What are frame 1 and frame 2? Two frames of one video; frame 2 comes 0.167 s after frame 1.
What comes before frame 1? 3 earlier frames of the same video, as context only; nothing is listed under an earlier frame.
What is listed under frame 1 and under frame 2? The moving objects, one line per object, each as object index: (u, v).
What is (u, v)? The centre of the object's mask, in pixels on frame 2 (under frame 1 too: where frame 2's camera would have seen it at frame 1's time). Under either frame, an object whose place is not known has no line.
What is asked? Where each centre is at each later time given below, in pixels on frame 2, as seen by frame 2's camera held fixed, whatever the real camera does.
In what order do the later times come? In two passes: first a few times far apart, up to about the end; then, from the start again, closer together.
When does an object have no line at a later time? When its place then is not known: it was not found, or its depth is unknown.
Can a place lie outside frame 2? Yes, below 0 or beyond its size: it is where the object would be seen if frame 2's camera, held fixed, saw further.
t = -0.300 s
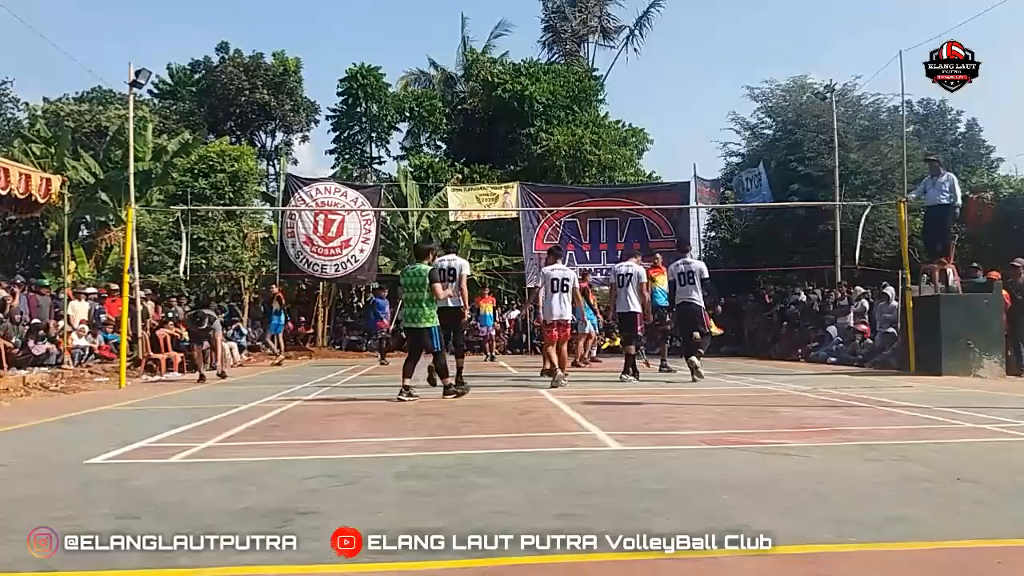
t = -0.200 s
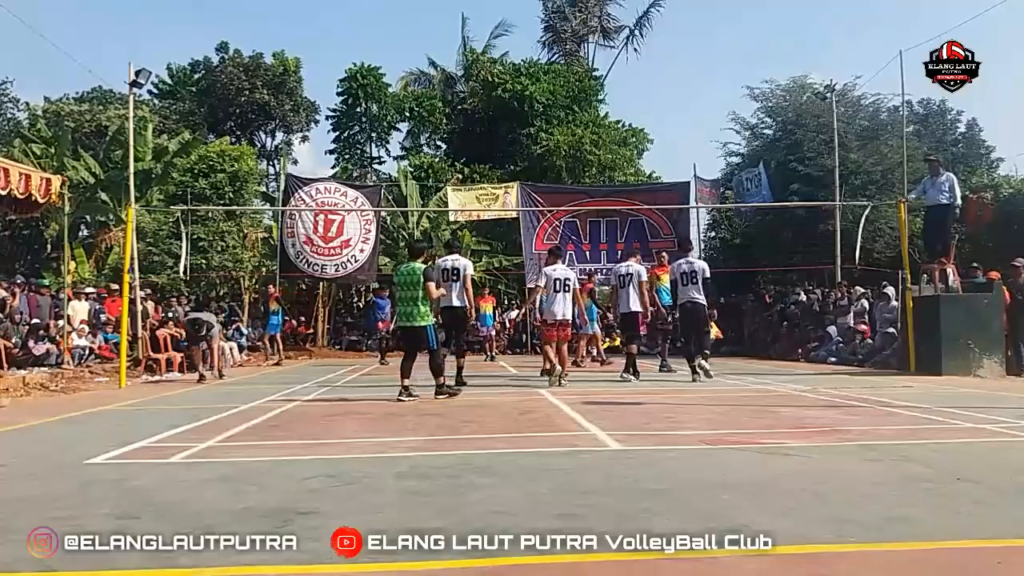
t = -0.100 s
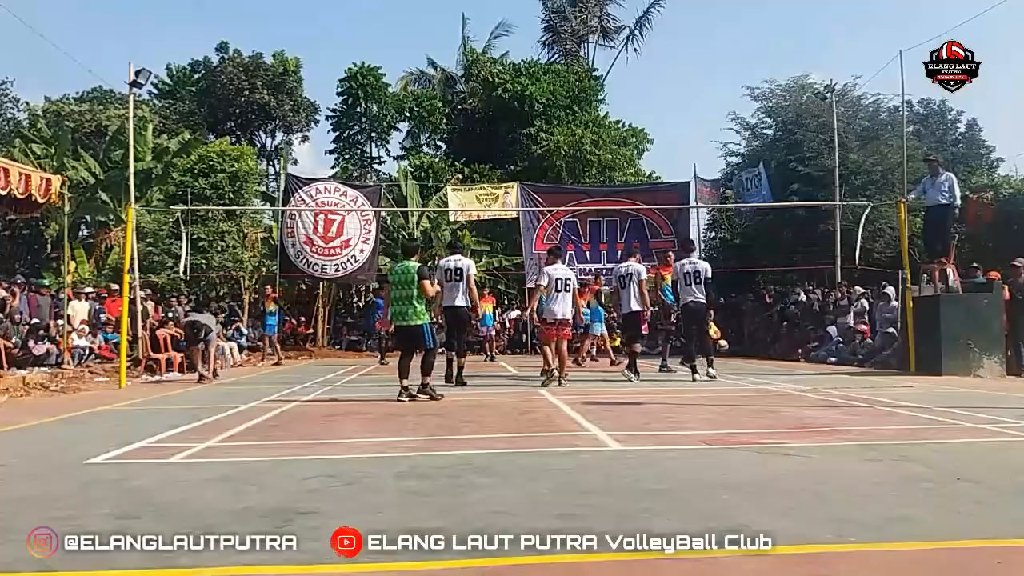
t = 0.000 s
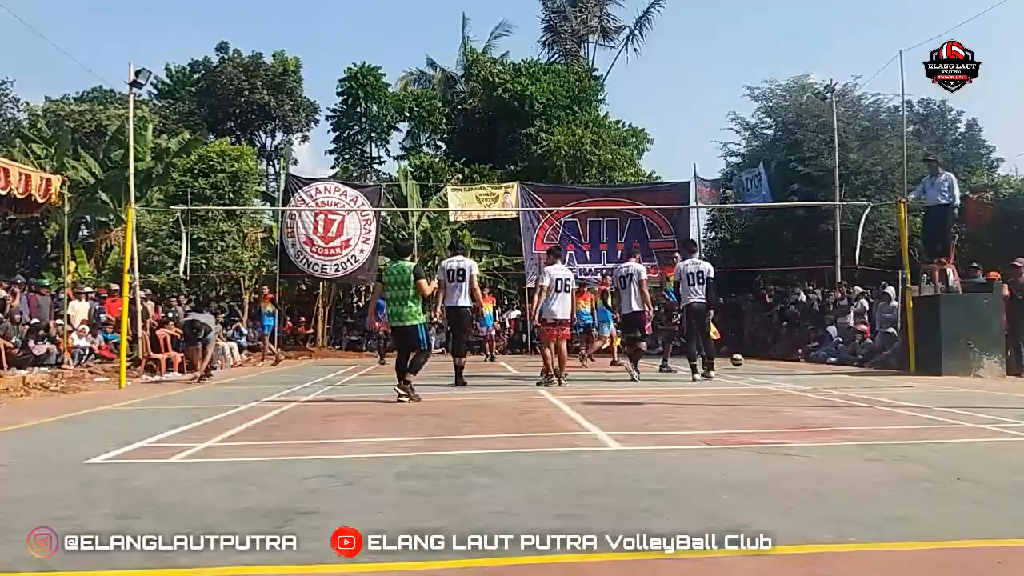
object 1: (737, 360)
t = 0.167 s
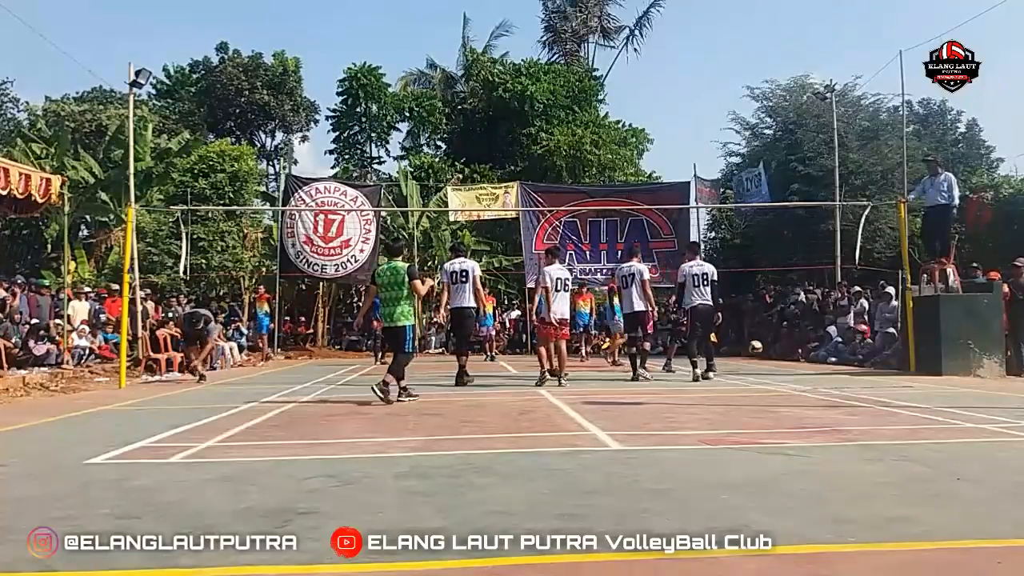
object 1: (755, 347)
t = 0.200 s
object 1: (759, 346)
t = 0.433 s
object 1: (791, 355)
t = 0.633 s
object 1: (823, 360)
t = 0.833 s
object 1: (861, 357)
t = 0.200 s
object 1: (759, 346)
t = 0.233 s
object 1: (763, 344)
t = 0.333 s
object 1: (776, 346)
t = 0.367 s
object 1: (781, 348)
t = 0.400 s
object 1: (785, 351)
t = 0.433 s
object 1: (791, 355)
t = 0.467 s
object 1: (795, 360)
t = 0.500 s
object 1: (800, 366)
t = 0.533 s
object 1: (806, 372)
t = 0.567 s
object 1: (811, 367)
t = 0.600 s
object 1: (816, 362)
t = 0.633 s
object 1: (823, 360)
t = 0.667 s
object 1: (829, 357)
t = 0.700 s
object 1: (835, 356)
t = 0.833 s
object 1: (861, 357)
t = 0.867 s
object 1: (869, 362)
